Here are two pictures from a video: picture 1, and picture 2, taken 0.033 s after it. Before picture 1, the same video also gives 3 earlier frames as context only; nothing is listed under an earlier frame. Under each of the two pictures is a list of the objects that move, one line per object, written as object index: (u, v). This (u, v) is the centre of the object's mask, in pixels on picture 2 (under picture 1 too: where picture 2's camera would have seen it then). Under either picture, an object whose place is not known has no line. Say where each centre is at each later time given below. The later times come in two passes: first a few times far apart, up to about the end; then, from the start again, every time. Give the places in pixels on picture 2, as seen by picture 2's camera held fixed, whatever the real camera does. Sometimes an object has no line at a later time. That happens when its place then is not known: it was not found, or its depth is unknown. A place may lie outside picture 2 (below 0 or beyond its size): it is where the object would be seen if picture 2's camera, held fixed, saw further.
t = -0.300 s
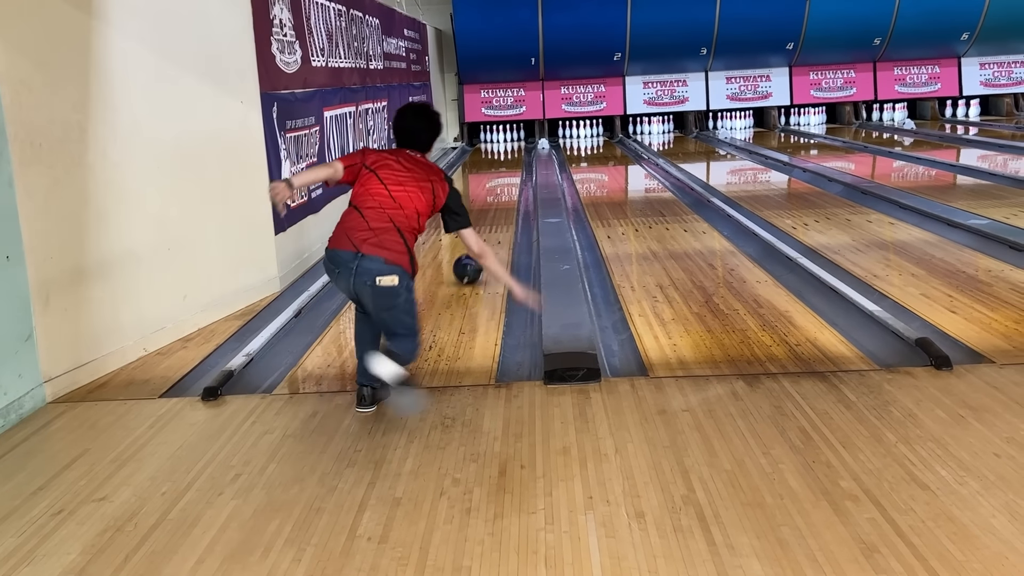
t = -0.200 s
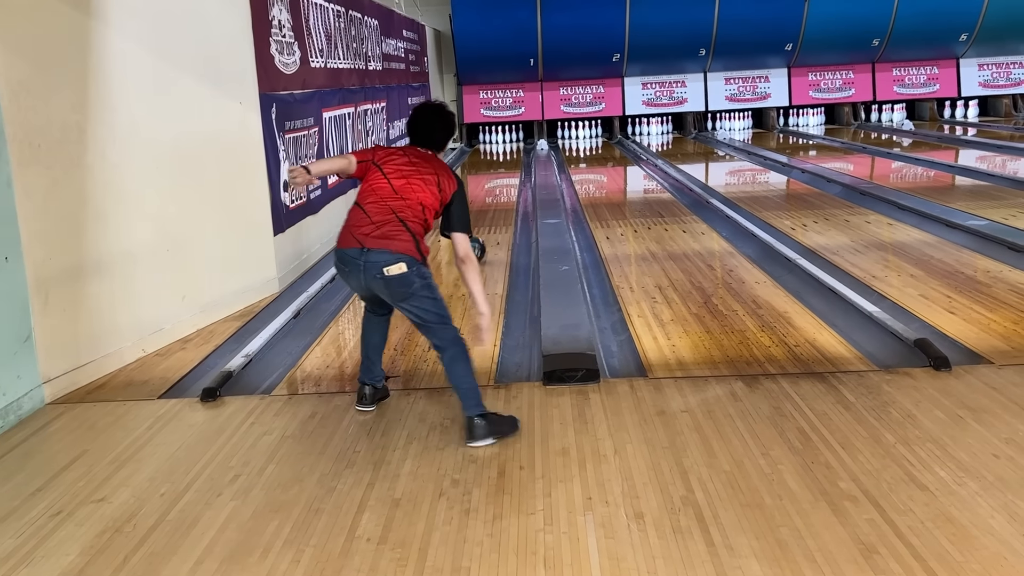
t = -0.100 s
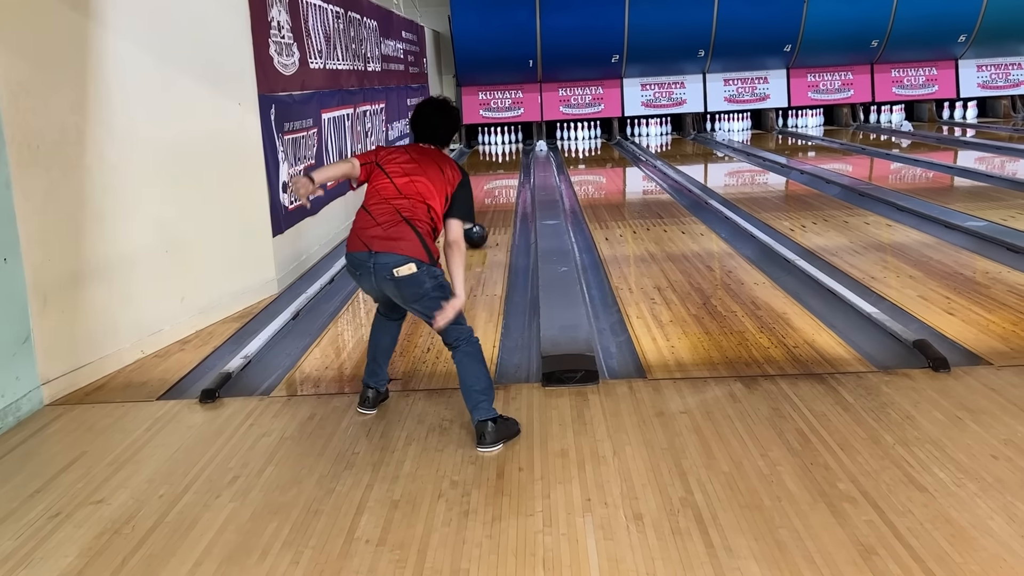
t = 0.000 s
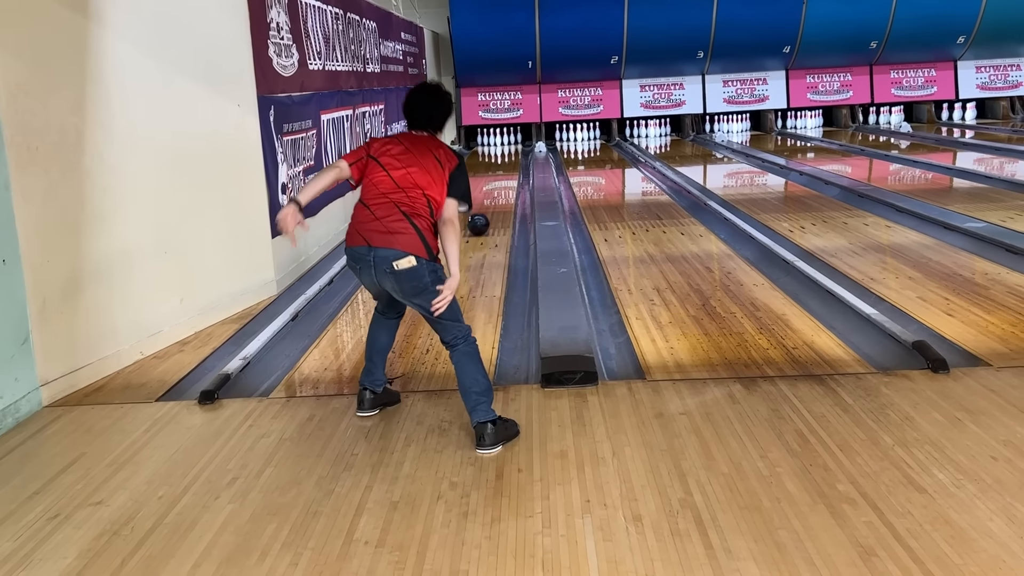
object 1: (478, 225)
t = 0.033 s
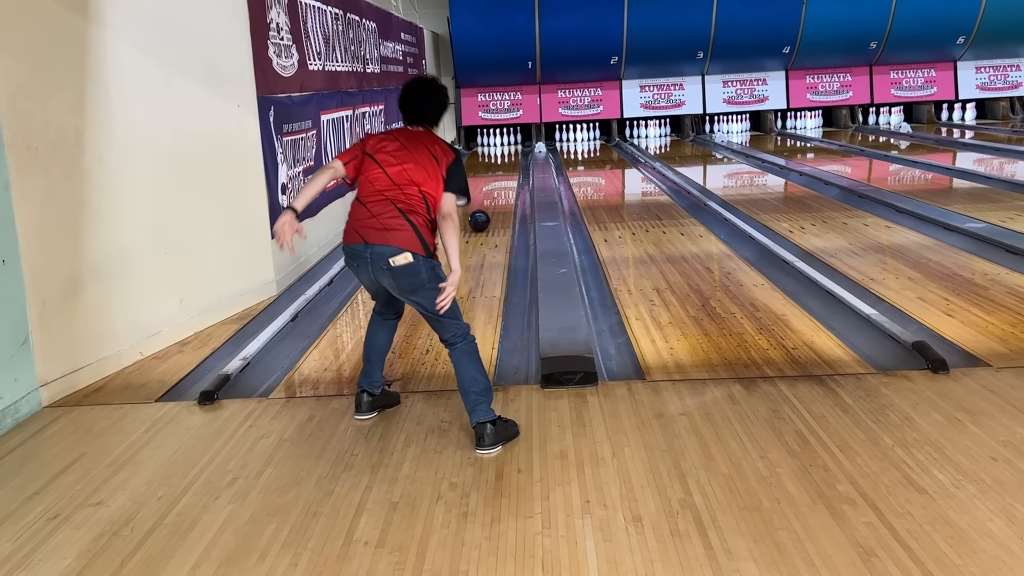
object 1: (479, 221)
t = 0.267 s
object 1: (485, 198)
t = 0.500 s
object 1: (488, 183)
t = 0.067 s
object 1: (480, 217)
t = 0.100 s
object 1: (481, 214)
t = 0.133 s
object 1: (482, 210)
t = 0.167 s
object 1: (483, 207)
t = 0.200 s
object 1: (483, 204)
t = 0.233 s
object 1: (484, 201)
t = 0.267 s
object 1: (485, 198)
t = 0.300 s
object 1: (485, 196)
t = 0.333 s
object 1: (486, 194)
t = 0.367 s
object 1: (486, 191)
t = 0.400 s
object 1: (487, 189)
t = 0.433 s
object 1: (487, 187)
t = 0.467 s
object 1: (488, 185)
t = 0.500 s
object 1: (488, 183)
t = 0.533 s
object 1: (489, 181)
